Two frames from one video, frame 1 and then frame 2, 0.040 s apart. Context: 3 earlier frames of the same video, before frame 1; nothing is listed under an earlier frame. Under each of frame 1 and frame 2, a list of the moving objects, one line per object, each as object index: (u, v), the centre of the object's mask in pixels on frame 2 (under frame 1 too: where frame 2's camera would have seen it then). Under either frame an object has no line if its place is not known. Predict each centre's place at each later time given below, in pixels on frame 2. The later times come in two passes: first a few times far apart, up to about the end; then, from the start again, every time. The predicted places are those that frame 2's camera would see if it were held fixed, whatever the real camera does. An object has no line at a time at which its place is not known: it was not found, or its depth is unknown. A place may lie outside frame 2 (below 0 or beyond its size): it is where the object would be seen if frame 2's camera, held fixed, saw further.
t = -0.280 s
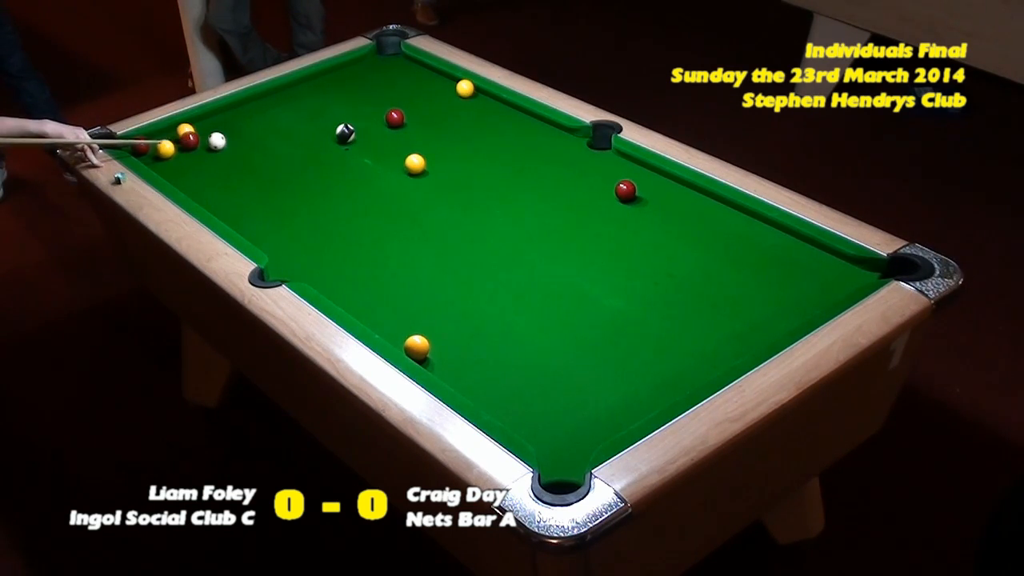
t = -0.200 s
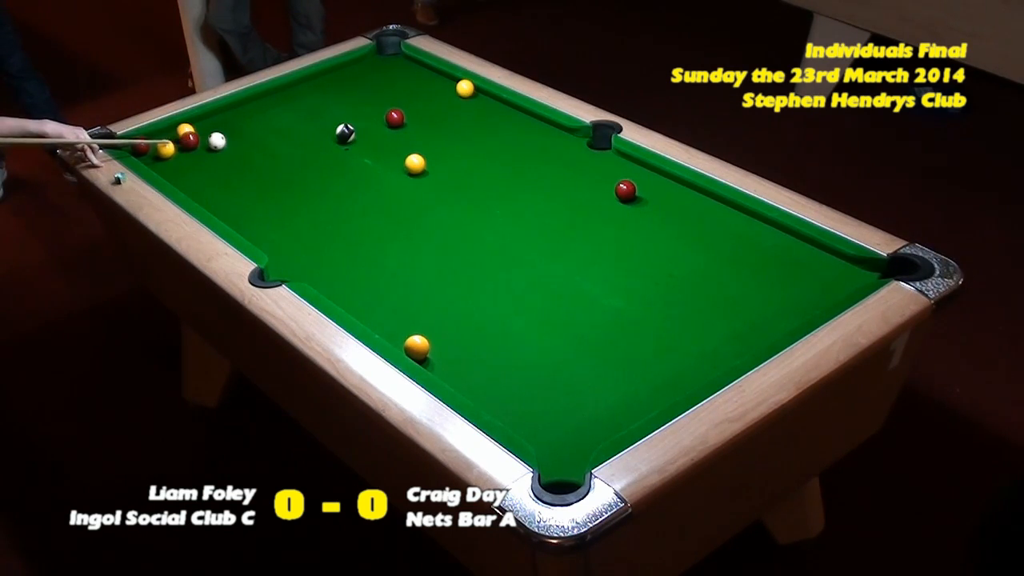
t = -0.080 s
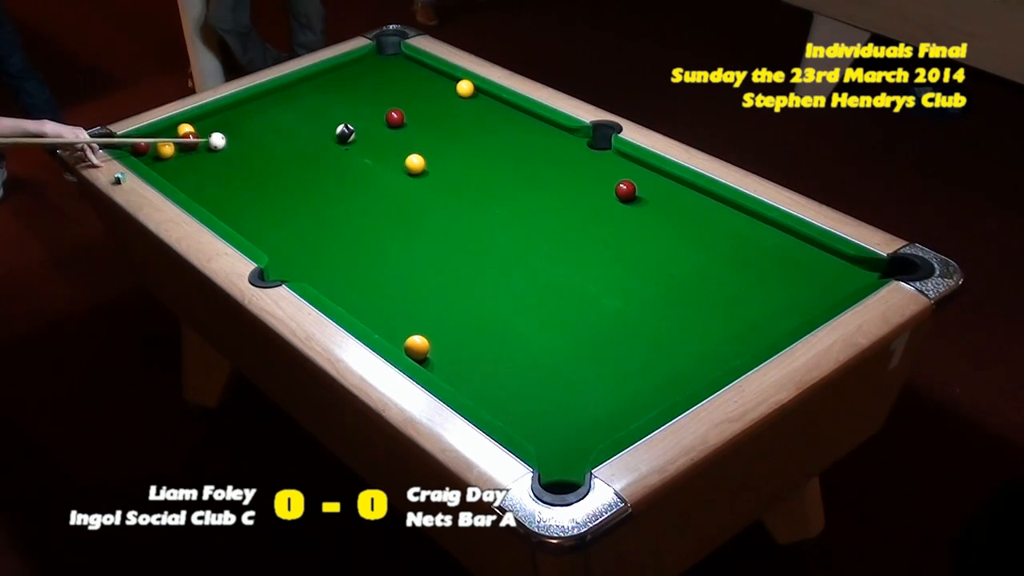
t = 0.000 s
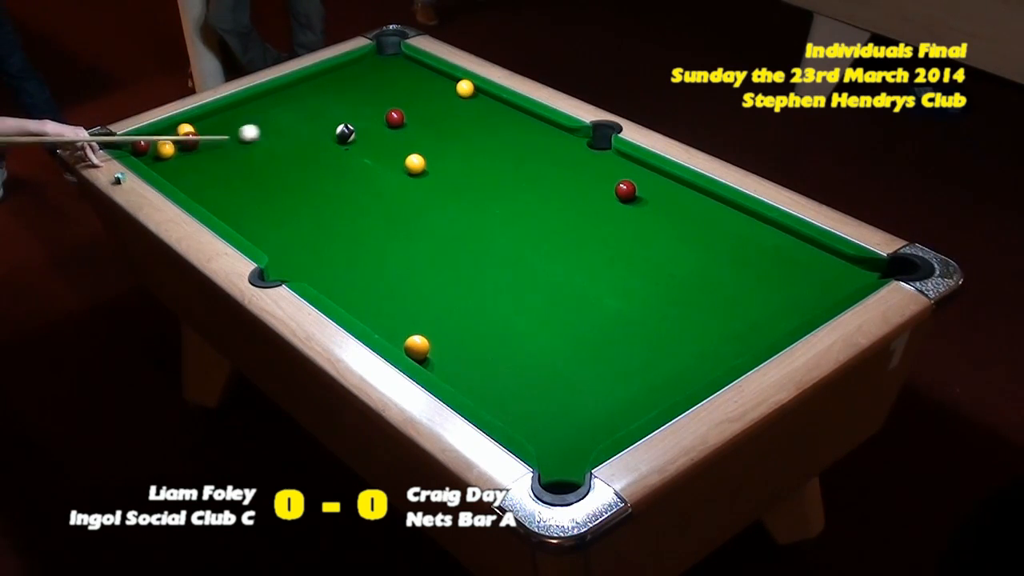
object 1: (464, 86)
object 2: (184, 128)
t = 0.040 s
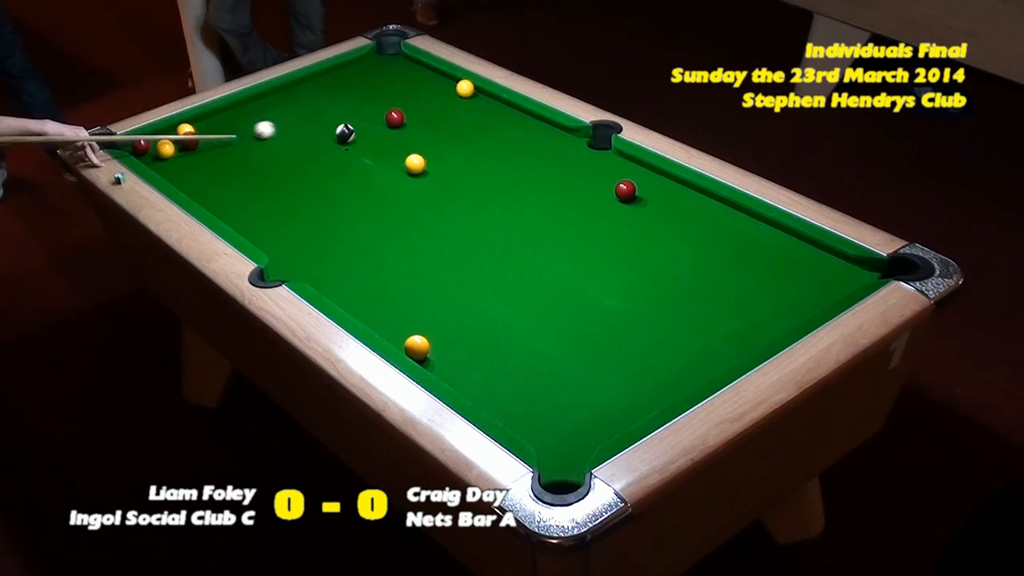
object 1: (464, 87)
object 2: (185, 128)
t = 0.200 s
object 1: (464, 87)
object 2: (185, 128)
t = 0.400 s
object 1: (464, 87)
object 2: (185, 128)
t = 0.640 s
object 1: (470, 89)
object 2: (185, 128)
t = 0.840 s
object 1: (470, 97)
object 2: (185, 127)
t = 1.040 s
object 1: (471, 106)
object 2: (185, 127)
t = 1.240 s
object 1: (473, 113)
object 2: (184, 129)
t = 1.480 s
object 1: (474, 121)
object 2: (184, 128)
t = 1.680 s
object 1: (475, 127)
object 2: (184, 128)
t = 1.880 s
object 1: (476, 133)
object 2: (184, 128)
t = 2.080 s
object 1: (477, 138)
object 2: (184, 128)
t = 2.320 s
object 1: (478, 144)
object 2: (184, 128)
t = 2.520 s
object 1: (478, 148)
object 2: (184, 128)
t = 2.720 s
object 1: (479, 151)
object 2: (184, 128)
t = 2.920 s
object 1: (480, 154)
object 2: (177, 132)
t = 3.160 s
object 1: (481, 156)
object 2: (172, 135)
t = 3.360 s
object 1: (481, 157)
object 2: (167, 136)
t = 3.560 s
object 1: (481, 158)
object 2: (162, 136)
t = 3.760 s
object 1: (480, 158)
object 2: (159, 137)
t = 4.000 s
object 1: (480, 158)
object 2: (158, 138)
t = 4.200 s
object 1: (480, 158)
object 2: (158, 138)
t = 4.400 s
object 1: (480, 158)
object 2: (158, 138)
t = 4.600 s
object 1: (480, 158)
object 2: (158, 138)
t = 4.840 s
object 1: (480, 158)
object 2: (158, 138)
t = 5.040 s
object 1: (480, 158)
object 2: (158, 138)
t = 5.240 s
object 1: (480, 158)
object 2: (158, 138)
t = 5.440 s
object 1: (480, 158)
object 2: (158, 138)
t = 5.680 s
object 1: (480, 158)
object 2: (158, 138)
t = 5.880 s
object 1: (481, 158)
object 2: (158, 138)
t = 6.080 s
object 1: (481, 158)
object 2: (158, 138)
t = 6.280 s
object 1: (481, 158)
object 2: (158, 138)
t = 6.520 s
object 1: (481, 158)
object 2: (158, 138)
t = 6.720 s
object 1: (480, 158)
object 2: (158, 138)
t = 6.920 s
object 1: (481, 158)
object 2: (158, 138)
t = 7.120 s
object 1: (481, 158)
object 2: (158, 138)
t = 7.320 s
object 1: (480, 158)
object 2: (158, 138)
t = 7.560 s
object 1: (481, 158)
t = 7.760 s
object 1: (481, 158)
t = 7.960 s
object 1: (481, 158)
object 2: (158, 138)
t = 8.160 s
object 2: (158, 138)
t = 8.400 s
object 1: (481, 158)
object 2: (158, 138)
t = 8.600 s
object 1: (481, 158)
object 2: (158, 138)
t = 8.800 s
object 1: (480, 158)
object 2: (158, 138)
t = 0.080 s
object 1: (464, 87)
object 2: (184, 128)
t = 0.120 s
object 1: (464, 87)
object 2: (185, 128)
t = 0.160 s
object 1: (464, 87)
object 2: (185, 128)
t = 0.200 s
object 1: (464, 87)
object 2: (185, 128)
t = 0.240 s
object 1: (464, 87)
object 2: (185, 128)
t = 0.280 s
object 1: (464, 87)
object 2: (185, 128)
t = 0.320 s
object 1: (464, 87)
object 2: (185, 128)
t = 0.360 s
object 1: (464, 87)
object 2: (185, 128)
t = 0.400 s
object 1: (464, 87)
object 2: (185, 128)
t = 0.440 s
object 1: (464, 87)
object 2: (185, 128)
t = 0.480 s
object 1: (464, 87)
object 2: (185, 128)
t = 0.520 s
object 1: (464, 87)
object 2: (185, 128)
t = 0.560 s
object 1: (464, 87)
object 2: (185, 128)
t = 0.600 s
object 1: (467, 87)
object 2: (185, 128)
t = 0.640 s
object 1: (470, 89)
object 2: (185, 128)
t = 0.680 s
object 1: (470, 90)
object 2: (185, 127)
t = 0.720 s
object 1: (470, 92)
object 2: (185, 127)
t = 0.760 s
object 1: (470, 94)
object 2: (185, 127)
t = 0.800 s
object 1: (470, 95)
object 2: (185, 127)
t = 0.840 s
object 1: (470, 97)
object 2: (185, 127)
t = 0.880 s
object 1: (471, 99)
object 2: (185, 127)
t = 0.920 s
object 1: (471, 101)
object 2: (185, 126)
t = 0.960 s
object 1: (471, 103)
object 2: (185, 126)
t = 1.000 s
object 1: (471, 104)
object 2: (185, 128)
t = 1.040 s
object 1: (471, 106)
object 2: (185, 127)
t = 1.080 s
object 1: (472, 107)
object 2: (185, 129)
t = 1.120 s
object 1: (472, 109)
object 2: (185, 130)
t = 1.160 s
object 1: (472, 110)
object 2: (185, 130)
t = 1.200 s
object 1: (472, 111)
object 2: (184, 129)
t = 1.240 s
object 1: (473, 113)
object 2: (184, 129)
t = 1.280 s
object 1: (473, 114)
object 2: (184, 128)
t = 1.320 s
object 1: (473, 116)
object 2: (184, 128)
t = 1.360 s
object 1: (473, 117)
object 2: (184, 128)
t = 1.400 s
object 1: (474, 118)
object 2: (184, 128)
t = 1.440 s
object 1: (474, 120)
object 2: (184, 128)
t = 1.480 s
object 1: (474, 121)
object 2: (184, 128)
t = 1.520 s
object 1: (474, 122)
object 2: (184, 128)
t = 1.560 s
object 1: (474, 124)
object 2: (184, 128)
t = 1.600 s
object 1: (475, 125)
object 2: (184, 128)
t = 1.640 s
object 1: (475, 126)
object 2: (184, 128)
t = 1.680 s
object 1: (475, 127)
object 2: (184, 128)
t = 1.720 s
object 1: (475, 128)
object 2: (184, 128)
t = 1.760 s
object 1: (476, 130)
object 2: (184, 128)
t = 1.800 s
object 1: (476, 131)
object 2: (184, 128)
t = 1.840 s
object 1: (476, 132)
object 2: (184, 128)
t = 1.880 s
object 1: (476, 133)
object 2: (184, 128)
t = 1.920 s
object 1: (476, 134)
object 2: (184, 128)
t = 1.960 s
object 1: (476, 135)
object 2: (184, 128)
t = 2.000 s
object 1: (477, 136)
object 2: (184, 128)
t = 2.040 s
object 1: (477, 137)
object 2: (184, 128)
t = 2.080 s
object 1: (477, 138)
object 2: (184, 128)
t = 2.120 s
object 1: (477, 139)
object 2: (184, 128)
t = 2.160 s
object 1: (477, 140)
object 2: (184, 128)
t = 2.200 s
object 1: (477, 141)
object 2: (184, 128)
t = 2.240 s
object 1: (477, 142)
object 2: (184, 128)
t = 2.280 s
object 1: (478, 143)
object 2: (184, 128)
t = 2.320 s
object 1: (478, 144)
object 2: (184, 128)
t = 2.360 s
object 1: (478, 145)
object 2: (184, 128)
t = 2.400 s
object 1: (478, 146)
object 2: (184, 128)
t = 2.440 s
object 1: (478, 146)
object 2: (184, 128)
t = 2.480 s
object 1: (478, 147)
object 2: (184, 128)
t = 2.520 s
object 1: (478, 148)
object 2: (184, 128)
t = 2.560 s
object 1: (479, 149)
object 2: (184, 128)
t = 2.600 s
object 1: (479, 149)
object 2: (184, 128)
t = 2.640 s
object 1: (479, 150)
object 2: (184, 128)
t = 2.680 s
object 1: (479, 151)
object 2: (184, 128)
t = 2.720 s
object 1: (479, 151)
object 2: (184, 128)
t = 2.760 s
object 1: (479, 152)
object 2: (183, 129)
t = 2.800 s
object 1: (480, 152)
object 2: (182, 129)
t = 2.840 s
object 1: (480, 153)
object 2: (180, 130)
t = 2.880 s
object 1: (480, 153)
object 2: (179, 131)
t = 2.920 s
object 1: (480, 154)
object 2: (177, 132)
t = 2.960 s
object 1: (480, 154)
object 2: (176, 133)
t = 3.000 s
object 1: (480, 155)
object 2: (175, 134)
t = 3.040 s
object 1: (480, 155)
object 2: (174, 134)
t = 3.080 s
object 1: (481, 156)
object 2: (173, 135)
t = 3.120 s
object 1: (481, 156)
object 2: (172, 135)
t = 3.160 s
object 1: (481, 156)
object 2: (172, 135)
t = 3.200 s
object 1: (481, 156)
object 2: (170, 135)
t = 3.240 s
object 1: (481, 157)
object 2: (170, 135)
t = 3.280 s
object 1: (481, 157)
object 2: (169, 135)
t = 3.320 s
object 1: (481, 157)
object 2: (168, 136)
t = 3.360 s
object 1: (481, 157)
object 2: (167, 136)
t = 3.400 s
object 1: (481, 157)
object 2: (165, 136)
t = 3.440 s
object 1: (481, 158)
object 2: (165, 136)
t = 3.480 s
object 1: (481, 158)
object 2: (164, 136)
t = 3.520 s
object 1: (481, 158)
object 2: (163, 136)
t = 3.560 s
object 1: (481, 158)
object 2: (162, 136)
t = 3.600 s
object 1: (481, 158)
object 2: (161, 136)
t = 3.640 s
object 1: (481, 158)
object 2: (161, 137)
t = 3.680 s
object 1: (481, 158)
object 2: (160, 137)
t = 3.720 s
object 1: (481, 158)
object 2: (159, 137)
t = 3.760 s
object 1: (480, 158)
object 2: (159, 137)
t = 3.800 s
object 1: (480, 158)
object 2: (159, 138)
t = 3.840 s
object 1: (480, 158)
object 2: (158, 138)
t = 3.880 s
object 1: (480, 158)
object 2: (158, 138)
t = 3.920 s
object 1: (480, 158)
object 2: (158, 138)
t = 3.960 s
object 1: (480, 158)
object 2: (158, 138)
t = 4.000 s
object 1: (480, 158)
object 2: (158, 138)
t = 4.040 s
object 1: (480, 158)
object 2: (158, 138)
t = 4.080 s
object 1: (480, 158)
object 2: (158, 138)
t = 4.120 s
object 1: (480, 158)
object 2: (158, 138)
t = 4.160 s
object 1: (480, 158)
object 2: (158, 138)
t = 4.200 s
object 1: (480, 158)
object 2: (158, 138)
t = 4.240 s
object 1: (480, 158)
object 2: (158, 138)
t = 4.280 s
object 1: (480, 158)
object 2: (158, 138)
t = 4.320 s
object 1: (480, 158)
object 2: (158, 138)
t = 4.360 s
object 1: (480, 158)
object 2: (158, 138)
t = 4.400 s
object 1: (480, 158)
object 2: (158, 138)
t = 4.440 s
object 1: (480, 158)
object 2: (158, 138)
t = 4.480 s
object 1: (480, 158)
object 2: (158, 138)
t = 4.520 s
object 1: (480, 158)
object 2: (158, 138)
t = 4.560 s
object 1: (480, 158)
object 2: (158, 138)
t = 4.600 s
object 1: (480, 158)
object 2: (158, 138)
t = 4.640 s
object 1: (480, 158)
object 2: (158, 138)
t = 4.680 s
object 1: (480, 158)
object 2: (158, 138)
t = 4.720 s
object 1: (480, 158)
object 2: (158, 138)
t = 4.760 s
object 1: (480, 158)
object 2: (158, 138)
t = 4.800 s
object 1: (480, 158)
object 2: (158, 138)
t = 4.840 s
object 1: (480, 158)
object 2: (158, 138)
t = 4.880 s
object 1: (480, 158)
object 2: (158, 138)
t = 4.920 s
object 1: (480, 158)
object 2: (158, 138)
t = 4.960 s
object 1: (480, 158)
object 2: (158, 138)
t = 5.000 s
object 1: (480, 158)
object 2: (158, 138)
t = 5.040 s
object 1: (480, 158)
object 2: (158, 138)
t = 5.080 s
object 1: (480, 158)
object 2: (158, 138)
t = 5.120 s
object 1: (480, 158)
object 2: (158, 138)
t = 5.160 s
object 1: (481, 158)
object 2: (158, 138)
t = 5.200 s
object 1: (481, 158)
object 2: (158, 138)
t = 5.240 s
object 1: (480, 158)
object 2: (158, 138)
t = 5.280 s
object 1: (480, 158)
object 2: (158, 138)
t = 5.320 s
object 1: (480, 158)
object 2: (158, 138)
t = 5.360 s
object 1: (480, 158)
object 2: (158, 138)
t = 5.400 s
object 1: (480, 158)
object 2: (158, 138)
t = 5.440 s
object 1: (480, 158)
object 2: (158, 138)
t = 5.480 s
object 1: (480, 158)
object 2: (158, 138)
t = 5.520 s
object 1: (480, 158)
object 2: (158, 138)
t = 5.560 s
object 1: (480, 158)
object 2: (158, 138)
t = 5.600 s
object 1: (481, 158)
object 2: (158, 138)
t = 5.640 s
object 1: (480, 158)
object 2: (158, 138)
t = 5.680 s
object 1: (480, 158)
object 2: (158, 138)
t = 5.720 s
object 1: (480, 158)
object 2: (158, 138)
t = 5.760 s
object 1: (480, 158)
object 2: (158, 138)
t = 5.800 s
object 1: (480, 158)
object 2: (158, 138)
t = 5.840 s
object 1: (481, 158)
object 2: (158, 138)
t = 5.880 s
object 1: (481, 158)
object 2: (158, 138)
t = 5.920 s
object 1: (481, 158)
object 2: (158, 138)
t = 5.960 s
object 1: (480, 158)
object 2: (158, 138)
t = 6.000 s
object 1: (481, 158)
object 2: (158, 138)
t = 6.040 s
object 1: (481, 158)
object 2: (158, 138)
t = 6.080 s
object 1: (481, 158)
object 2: (158, 138)
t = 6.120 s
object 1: (481, 158)
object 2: (158, 138)
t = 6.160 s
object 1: (481, 158)
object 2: (158, 138)
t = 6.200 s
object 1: (481, 158)
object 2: (158, 138)
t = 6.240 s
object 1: (481, 158)
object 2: (158, 138)
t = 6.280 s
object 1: (481, 158)
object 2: (158, 138)
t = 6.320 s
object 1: (481, 158)
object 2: (158, 138)
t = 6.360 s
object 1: (481, 158)
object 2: (158, 138)
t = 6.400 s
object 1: (481, 158)
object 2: (158, 138)
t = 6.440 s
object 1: (481, 158)
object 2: (158, 138)
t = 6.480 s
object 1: (481, 158)
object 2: (158, 138)
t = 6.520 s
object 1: (481, 158)
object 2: (158, 138)
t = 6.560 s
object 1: (481, 158)
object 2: (158, 138)
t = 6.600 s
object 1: (481, 158)
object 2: (158, 138)
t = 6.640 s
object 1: (481, 158)
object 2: (158, 138)
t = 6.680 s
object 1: (481, 158)
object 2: (158, 138)
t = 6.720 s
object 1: (480, 158)
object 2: (158, 138)
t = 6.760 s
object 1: (480, 158)
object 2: (158, 138)
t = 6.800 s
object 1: (480, 158)
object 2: (158, 138)
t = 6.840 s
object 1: (480, 158)
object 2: (158, 138)
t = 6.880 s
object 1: (481, 158)
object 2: (158, 138)
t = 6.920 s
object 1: (481, 158)
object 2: (158, 138)
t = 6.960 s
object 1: (481, 158)
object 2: (158, 138)
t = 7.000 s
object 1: (481, 158)
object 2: (158, 138)
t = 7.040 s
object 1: (481, 158)
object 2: (158, 138)
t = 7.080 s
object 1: (481, 158)
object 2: (158, 138)
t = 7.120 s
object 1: (481, 158)
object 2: (158, 138)
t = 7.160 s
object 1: (481, 158)
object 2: (158, 138)
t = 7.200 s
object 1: (481, 158)
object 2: (158, 138)
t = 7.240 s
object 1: (481, 158)
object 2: (158, 138)
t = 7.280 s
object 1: (481, 158)
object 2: (158, 138)
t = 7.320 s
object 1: (480, 158)
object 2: (158, 138)
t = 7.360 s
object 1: (481, 158)
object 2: (158, 138)
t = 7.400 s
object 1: (481, 158)
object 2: (158, 138)
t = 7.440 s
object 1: (481, 158)
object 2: (162, 137)
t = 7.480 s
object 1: (481, 158)
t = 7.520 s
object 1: (481, 158)
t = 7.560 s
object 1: (481, 158)
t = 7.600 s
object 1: (481, 158)
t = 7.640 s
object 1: (481, 158)
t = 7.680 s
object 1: (481, 158)
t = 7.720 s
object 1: (480, 158)
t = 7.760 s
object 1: (481, 158)
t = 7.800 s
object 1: (481, 158)
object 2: (157, 137)
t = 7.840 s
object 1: (481, 158)
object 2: (158, 138)
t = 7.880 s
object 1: (481, 158)
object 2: (158, 138)
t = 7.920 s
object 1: (481, 158)
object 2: (158, 138)
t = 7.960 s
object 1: (481, 158)
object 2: (158, 138)
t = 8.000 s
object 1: (480, 158)
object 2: (158, 138)
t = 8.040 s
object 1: (480, 158)
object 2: (158, 138)
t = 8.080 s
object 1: (481, 158)
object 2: (158, 138)
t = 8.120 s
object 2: (158, 138)
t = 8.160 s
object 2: (158, 138)
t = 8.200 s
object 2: (158, 138)
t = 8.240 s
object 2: (158, 138)
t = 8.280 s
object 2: (158, 138)
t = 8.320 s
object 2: (158, 138)
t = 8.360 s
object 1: (476, 157)
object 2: (158, 138)
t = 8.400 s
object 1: (481, 158)
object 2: (158, 138)
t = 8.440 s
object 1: (481, 158)
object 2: (158, 138)
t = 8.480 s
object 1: (481, 158)
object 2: (158, 138)
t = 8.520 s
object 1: (481, 158)
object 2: (158, 138)
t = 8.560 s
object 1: (481, 158)
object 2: (158, 138)
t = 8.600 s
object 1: (481, 158)
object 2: (158, 138)
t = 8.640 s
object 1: (481, 158)
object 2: (158, 138)
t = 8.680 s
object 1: (480, 158)
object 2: (158, 138)
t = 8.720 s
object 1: (480, 158)
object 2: (158, 138)
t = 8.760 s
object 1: (480, 158)
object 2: (158, 138)
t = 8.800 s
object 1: (480, 158)
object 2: (158, 138)
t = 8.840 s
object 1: (480, 158)
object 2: (158, 138)
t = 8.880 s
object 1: (480, 158)
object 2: (158, 138)
